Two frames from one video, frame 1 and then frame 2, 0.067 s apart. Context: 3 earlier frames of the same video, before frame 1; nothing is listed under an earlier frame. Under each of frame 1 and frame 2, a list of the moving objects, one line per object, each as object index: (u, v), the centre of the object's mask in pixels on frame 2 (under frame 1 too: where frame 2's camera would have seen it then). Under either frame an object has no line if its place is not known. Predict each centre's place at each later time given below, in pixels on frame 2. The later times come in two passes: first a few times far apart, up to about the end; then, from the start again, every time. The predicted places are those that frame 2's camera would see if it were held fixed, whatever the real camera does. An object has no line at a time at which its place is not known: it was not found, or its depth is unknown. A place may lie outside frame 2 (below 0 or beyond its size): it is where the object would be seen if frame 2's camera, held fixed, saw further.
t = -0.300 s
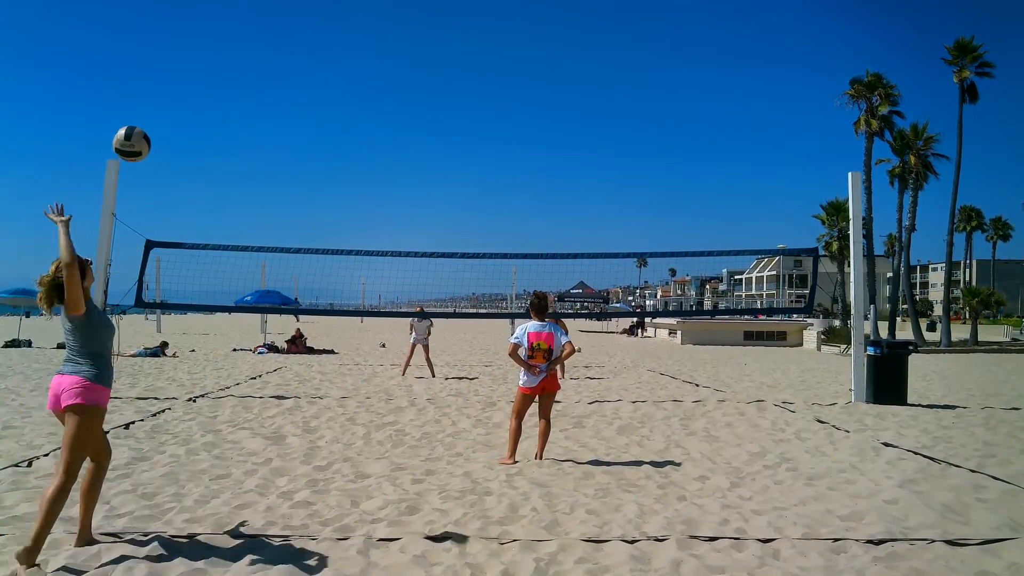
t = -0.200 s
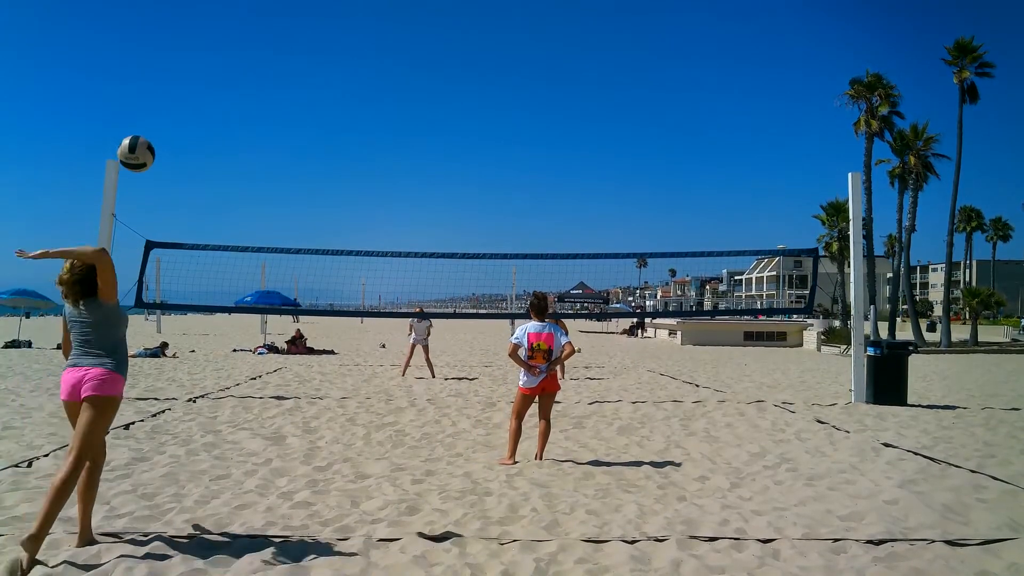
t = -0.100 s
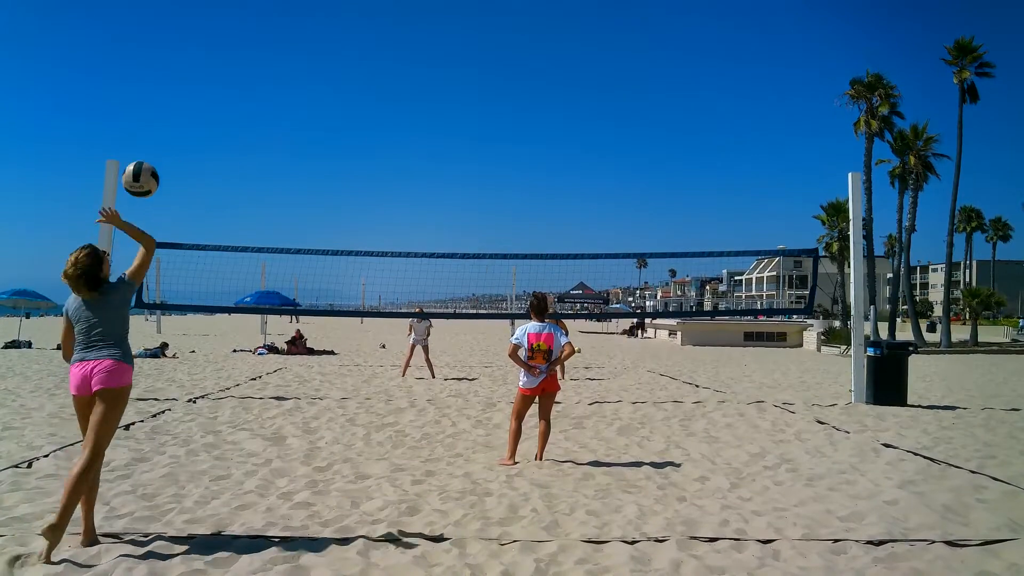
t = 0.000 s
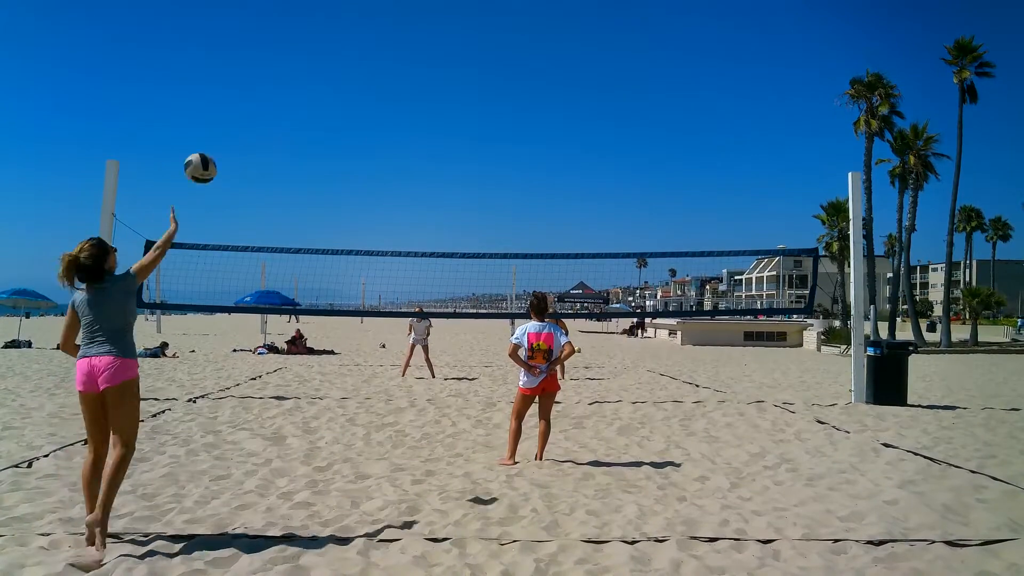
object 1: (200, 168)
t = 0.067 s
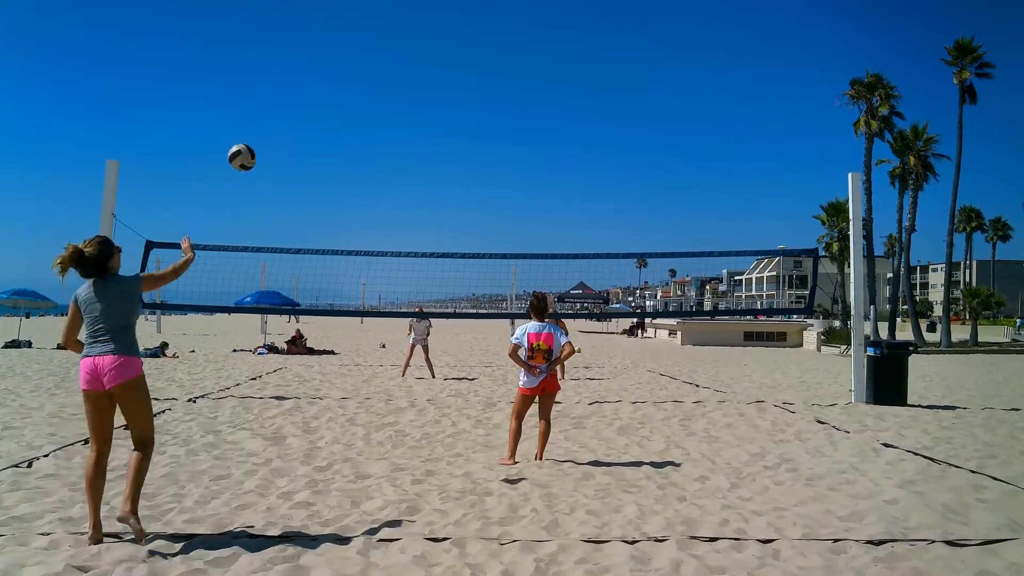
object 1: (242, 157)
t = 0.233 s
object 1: (309, 158)
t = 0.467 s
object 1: (356, 193)
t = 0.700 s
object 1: (377, 246)
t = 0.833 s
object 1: (384, 284)
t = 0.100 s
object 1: (259, 155)
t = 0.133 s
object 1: (274, 154)
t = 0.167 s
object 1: (287, 154)
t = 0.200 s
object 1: (298, 156)
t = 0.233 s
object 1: (309, 158)
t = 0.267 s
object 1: (318, 161)
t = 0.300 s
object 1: (326, 165)
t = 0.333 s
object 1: (334, 170)
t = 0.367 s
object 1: (341, 175)
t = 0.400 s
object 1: (346, 180)
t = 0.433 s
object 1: (351, 186)
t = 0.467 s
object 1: (356, 193)
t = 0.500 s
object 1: (360, 200)
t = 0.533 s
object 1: (363, 207)
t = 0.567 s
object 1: (367, 214)
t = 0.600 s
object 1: (370, 222)
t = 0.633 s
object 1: (373, 230)
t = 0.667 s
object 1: (375, 238)
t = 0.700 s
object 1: (377, 246)
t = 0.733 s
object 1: (379, 259)
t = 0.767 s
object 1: (381, 265)
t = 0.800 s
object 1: (382, 274)
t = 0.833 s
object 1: (384, 284)
